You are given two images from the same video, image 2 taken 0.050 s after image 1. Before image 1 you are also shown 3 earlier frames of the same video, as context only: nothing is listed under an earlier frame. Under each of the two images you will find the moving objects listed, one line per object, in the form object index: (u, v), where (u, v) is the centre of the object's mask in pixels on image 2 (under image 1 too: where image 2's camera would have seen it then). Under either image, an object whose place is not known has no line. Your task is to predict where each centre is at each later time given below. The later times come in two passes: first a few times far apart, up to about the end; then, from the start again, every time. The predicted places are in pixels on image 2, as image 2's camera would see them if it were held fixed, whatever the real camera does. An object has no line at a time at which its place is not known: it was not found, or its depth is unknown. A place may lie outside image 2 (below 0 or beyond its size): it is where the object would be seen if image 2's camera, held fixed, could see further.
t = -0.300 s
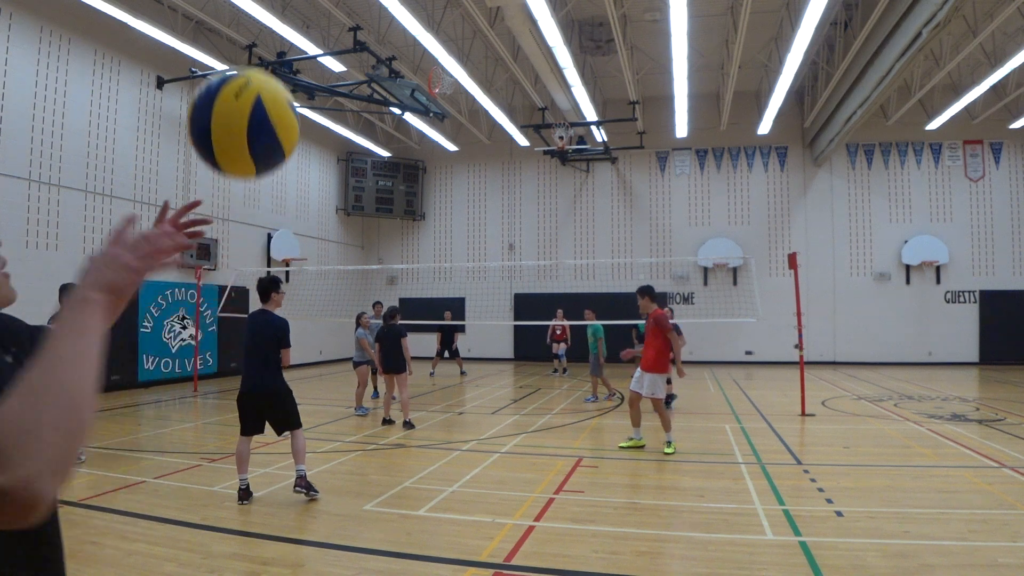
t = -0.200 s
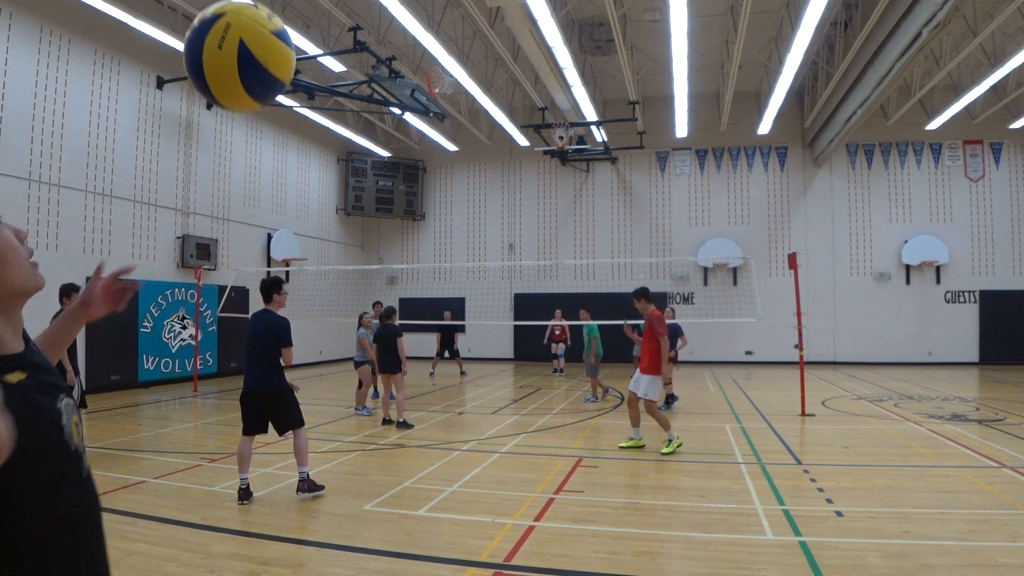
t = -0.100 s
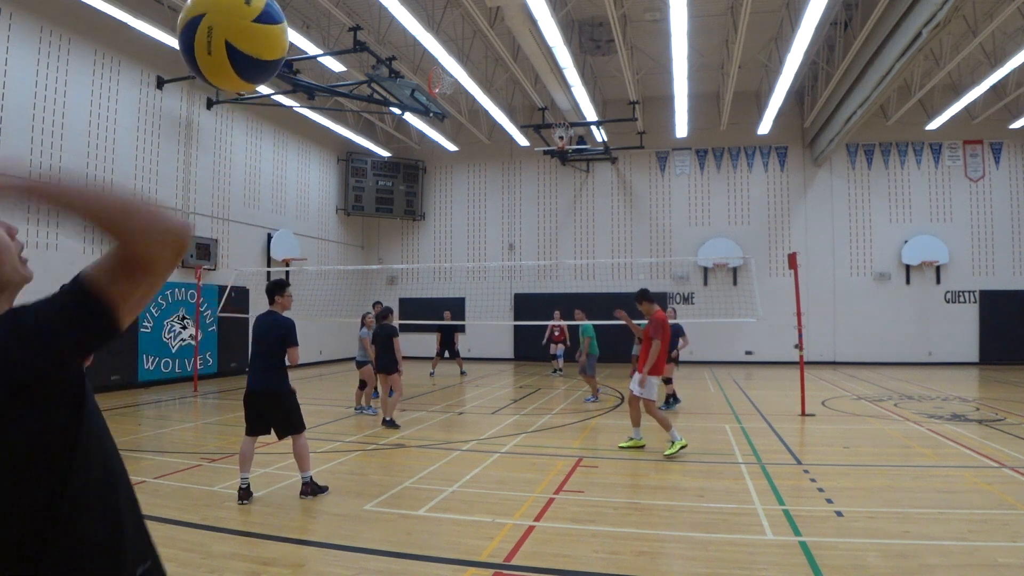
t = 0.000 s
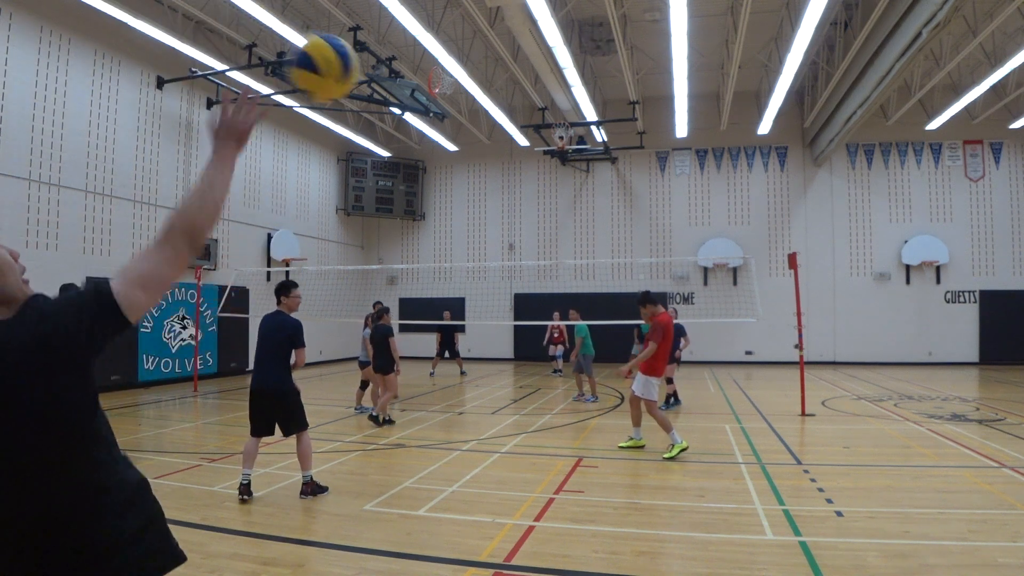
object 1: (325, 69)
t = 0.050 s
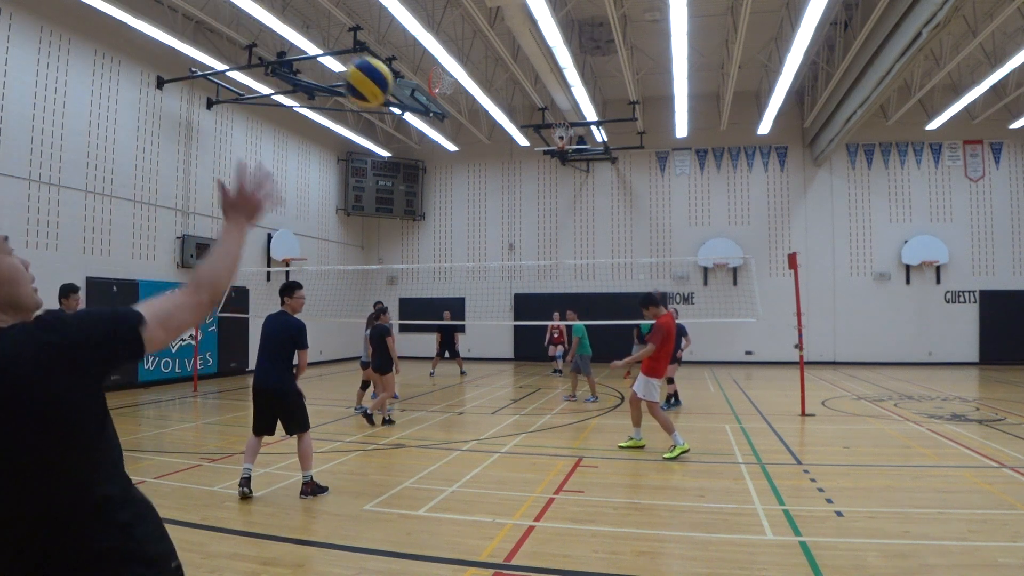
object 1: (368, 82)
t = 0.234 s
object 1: (429, 122)
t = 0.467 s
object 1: (458, 173)
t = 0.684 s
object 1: (471, 219)
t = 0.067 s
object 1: (377, 85)
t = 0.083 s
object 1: (386, 89)
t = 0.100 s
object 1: (393, 93)
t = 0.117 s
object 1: (399, 96)
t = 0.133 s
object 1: (404, 99)
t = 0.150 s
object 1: (410, 104)
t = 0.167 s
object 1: (414, 107)
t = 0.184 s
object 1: (418, 110)
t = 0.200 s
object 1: (421, 114)
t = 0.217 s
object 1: (425, 118)
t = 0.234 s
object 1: (429, 122)
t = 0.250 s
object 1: (433, 125)
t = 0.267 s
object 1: (435, 129)
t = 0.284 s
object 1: (438, 133)
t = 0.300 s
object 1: (440, 137)
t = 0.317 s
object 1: (443, 141)
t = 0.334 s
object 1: (445, 145)
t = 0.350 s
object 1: (448, 149)
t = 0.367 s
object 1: (449, 153)
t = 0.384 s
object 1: (452, 157)
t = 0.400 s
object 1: (452, 160)
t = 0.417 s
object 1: (454, 163)
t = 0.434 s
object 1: (455, 166)
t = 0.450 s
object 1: (457, 170)
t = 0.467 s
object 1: (458, 173)
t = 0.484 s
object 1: (460, 177)
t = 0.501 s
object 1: (461, 180)
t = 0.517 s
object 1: (462, 183)
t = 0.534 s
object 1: (463, 187)
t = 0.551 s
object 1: (464, 190)
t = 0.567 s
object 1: (465, 193)
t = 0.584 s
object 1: (466, 197)
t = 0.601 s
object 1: (467, 200)
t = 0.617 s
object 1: (467, 204)
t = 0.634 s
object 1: (468, 208)
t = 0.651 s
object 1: (469, 212)
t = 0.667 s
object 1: (470, 215)
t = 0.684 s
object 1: (471, 219)
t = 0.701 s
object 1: (472, 222)
